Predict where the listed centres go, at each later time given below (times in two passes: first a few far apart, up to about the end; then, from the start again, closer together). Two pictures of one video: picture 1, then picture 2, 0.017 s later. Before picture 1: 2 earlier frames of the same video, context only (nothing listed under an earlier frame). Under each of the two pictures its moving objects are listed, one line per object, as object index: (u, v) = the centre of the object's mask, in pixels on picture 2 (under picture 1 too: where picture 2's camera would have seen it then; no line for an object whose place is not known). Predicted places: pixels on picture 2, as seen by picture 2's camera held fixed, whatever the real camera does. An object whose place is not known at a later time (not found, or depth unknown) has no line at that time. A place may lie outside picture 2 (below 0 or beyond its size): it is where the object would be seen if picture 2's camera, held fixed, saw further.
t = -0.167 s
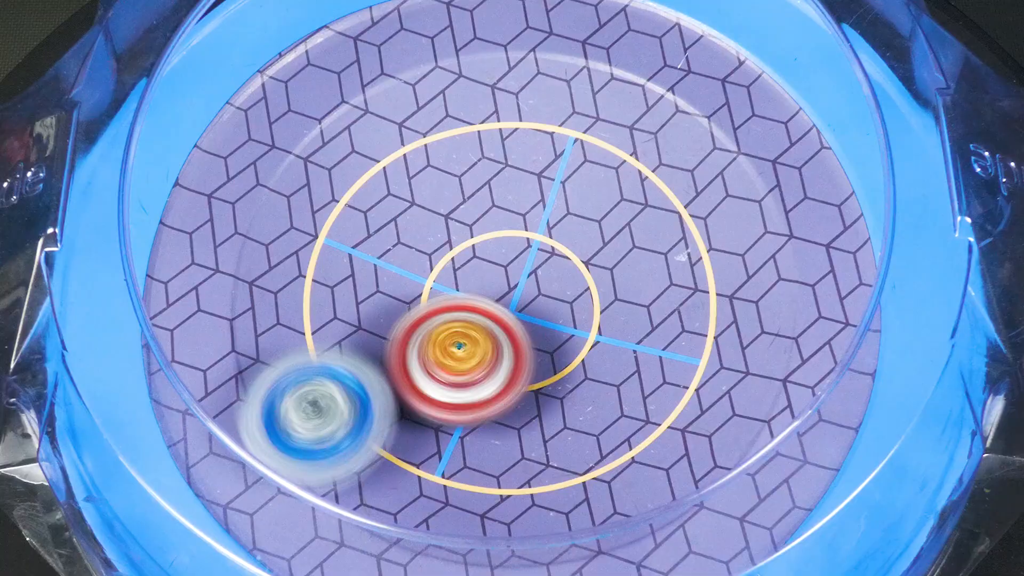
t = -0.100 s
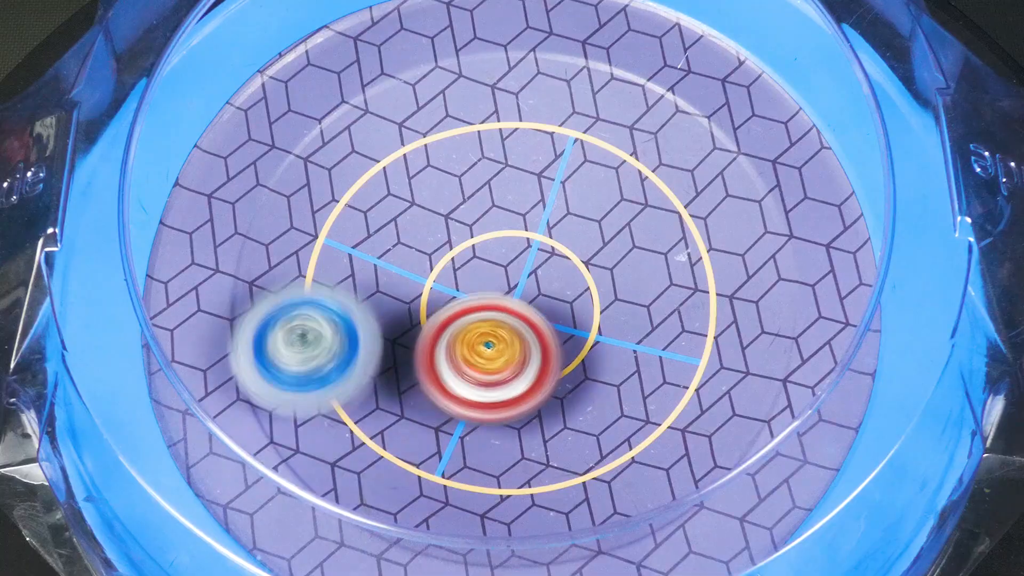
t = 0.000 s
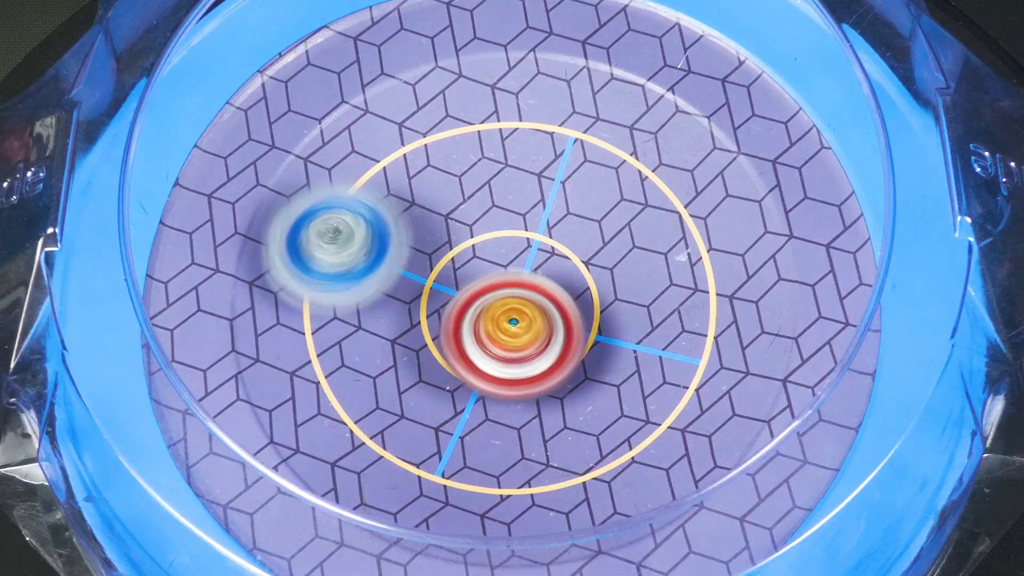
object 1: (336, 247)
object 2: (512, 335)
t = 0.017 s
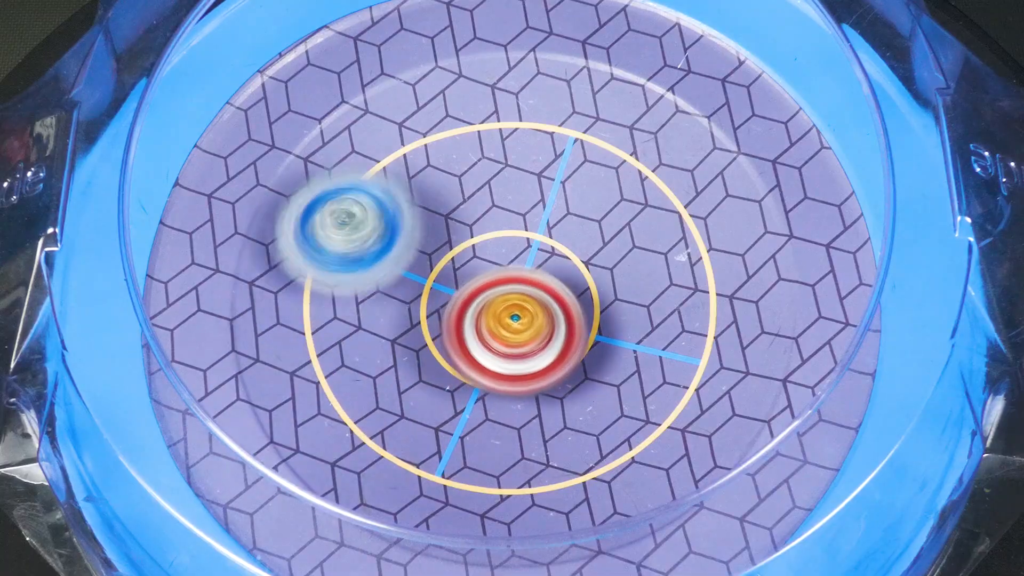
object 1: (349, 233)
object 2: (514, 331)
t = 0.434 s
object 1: (716, 270)
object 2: (492, 306)
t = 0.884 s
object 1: (356, 390)
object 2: (497, 246)
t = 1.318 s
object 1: (511, 46)
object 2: (588, 350)
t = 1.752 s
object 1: (829, 153)
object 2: (358, 472)
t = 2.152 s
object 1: (805, 117)
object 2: (354, 554)
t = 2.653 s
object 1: (643, 23)
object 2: (377, 556)
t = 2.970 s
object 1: (501, 14)
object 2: (362, 543)
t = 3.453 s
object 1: (308, 44)
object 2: (429, 473)
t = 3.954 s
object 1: (182, 180)
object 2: (574, 260)
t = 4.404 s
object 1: (162, 348)
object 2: (525, 236)
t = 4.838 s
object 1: (224, 507)
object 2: (525, 270)
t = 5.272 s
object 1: (378, 548)
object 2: (530, 301)
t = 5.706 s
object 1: (551, 547)
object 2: (514, 316)
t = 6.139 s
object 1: (674, 497)
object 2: (495, 312)
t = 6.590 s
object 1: (378, 331)
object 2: (526, 238)
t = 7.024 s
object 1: (400, 124)
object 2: (638, 122)
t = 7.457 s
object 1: (438, 315)
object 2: (708, 170)
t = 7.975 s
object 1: (424, 339)
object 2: (579, 304)
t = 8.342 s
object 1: (530, 306)
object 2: (488, 459)
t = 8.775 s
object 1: (475, 316)
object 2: (386, 453)
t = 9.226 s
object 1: (600, 324)
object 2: (456, 277)
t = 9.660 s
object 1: (486, 207)
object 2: (421, 36)
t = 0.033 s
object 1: (360, 220)
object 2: (516, 328)
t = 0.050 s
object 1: (374, 207)
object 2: (516, 324)
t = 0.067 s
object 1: (389, 195)
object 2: (516, 320)
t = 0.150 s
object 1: (474, 155)
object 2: (512, 309)
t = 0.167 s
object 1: (491, 150)
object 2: (512, 308)
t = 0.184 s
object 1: (512, 149)
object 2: (510, 308)
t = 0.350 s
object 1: (674, 201)
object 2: (497, 307)
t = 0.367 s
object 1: (686, 214)
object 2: (495, 306)
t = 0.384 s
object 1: (696, 228)
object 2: (495, 306)
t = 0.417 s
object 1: (711, 255)
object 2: (493, 306)
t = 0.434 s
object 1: (716, 270)
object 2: (492, 306)
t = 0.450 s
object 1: (718, 286)
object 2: (492, 306)
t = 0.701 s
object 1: (539, 438)
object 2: (485, 298)
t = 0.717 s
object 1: (521, 434)
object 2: (485, 298)
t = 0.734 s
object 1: (503, 430)
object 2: (484, 297)
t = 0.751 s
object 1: (484, 429)
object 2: (484, 293)
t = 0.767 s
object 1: (464, 435)
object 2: (485, 282)
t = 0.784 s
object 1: (445, 435)
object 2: (486, 272)
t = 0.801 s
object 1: (428, 433)
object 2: (487, 265)
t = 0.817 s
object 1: (411, 428)
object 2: (490, 258)
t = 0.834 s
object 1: (395, 422)
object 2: (493, 254)
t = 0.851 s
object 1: (380, 413)
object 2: (494, 250)
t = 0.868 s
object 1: (367, 402)
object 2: (496, 247)
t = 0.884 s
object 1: (356, 390)
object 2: (497, 246)
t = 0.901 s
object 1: (346, 378)
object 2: (498, 245)
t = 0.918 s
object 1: (338, 362)
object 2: (498, 245)
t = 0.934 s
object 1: (330, 347)
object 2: (499, 246)
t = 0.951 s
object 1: (324, 331)
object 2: (499, 247)
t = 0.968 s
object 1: (322, 314)
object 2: (498, 248)
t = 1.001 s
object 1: (320, 282)
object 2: (498, 250)
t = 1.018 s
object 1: (322, 265)
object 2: (498, 252)
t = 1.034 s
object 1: (327, 250)
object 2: (497, 253)
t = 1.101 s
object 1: (364, 194)
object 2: (497, 258)
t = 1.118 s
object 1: (375, 184)
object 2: (497, 260)
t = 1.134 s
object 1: (383, 169)
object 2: (504, 270)
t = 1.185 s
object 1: (402, 100)
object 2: (536, 317)
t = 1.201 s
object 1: (409, 84)
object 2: (545, 328)
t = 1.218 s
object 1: (422, 70)
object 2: (552, 337)
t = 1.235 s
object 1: (433, 59)
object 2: (559, 344)
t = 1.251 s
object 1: (447, 52)
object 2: (565, 349)
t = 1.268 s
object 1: (461, 48)
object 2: (571, 352)
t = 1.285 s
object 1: (475, 45)
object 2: (577, 353)
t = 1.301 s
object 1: (493, 45)
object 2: (583, 353)
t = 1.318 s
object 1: (511, 46)
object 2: (588, 350)
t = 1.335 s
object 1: (528, 47)
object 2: (593, 348)
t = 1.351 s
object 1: (546, 49)
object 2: (598, 343)
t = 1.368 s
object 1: (561, 50)
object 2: (603, 337)
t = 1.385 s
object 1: (579, 53)
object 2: (608, 332)
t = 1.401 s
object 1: (596, 56)
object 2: (612, 325)
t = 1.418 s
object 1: (611, 60)
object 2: (614, 319)
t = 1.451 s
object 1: (640, 79)
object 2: (617, 307)
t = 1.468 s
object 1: (653, 88)
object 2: (618, 302)
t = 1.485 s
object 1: (666, 100)
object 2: (618, 296)
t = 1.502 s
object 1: (677, 113)
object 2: (617, 291)
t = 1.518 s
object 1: (686, 128)
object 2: (616, 287)
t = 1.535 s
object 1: (694, 144)
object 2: (614, 283)
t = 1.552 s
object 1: (700, 160)
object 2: (612, 279)
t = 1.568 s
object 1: (716, 163)
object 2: (596, 292)
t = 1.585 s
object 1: (740, 150)
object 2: (565, 320)
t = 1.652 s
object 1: (825, 118)
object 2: (455, 400)
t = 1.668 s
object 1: (828, 121)
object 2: (434, 415)
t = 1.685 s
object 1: (829, 128)
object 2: (415, 429)
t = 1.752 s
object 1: (829, 153)
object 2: (358, 472)
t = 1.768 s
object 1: (829, 155)
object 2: (347, 485)
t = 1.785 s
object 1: (831, 154)
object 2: (341, 494)
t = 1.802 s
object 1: (831, 151)
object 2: (336, 502)
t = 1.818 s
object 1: (835, 147)
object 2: (330, 512)
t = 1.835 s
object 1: (836, 144)
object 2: (331, 515)
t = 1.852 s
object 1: (837, 145)
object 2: (331, 519)
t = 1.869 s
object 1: (835, 147)
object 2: (333, 523)
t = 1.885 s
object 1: (834, 151)
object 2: (333, 525)
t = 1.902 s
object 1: (834, 153)
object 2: (333, 529)
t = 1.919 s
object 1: (833, 156)
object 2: (334, 532)
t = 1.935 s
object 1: (832, 155)
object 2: (335, 534)
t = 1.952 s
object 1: (830, 155)
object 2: (335, 537)
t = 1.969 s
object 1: (830, 150)
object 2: (330, 548)
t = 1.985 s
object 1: (828, 146)
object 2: (332, 548)
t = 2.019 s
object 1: (825, 133)
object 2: (335, 549)
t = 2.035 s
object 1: (825, 130)
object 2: (336, 550)
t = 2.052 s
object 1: (822, 126)
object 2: (339, 551)
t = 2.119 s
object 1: (812, 126)
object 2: (350, 553)
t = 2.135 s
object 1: (808, 123)
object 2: (352, 553)
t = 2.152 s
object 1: (805, 117)
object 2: (354, 554)
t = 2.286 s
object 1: (765, 64)
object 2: (369, 555)
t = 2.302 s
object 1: (759, 59)
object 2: (370, 556)
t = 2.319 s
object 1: (755, 54)
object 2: (369, 556)
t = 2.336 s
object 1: (749, 51)
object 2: (372, 556)
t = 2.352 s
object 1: (745, 50)
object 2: (375, 556)
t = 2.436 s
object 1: (722, 41)
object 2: (375, 557)
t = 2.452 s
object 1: (714, 40)
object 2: (377, 557)
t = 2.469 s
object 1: (709, 38)
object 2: (378, 557)
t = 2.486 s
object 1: (705, 36)
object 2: (377, 557)
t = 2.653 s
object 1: (643, 23)
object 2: (377, 556)
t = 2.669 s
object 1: (634, 23)
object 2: (375, 556)
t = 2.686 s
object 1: (626, 21)
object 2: (374, 556)
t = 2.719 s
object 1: (611, 19)
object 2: (372, 555)
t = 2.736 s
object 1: (604, 17)
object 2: (371, 555)
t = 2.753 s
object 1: (597, 18)
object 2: (375, 550)
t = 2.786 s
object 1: (585, 17)
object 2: (372, 549)
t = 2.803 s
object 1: (577, 17)
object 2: (373, 548)
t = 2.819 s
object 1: (571, 15)
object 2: (370, 548)
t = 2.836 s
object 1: (562, 15)
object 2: (370, 547)
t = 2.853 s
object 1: (556, 15)
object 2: (364, 554)
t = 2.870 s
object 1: (551, 14)
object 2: (368, 546)
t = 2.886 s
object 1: (542, 15)
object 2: (367, 545)
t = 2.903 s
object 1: (538, 15)
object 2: (367, 544)
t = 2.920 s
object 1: (529, 14)
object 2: (359, 552)
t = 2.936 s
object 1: (520, 15)
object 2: (363, 545)
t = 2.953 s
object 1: (511, 14)
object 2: (363, 544)
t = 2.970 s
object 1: (501, 14)
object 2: (362, 543)
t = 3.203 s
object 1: (402, 22)
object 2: (363, 527)
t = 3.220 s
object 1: (396, 23)
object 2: (362, 527)
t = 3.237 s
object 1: (390, 23)
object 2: (368, 516)
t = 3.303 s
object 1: (364, 29)
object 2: (369, 514)
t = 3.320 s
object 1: (357, 30)
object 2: (370, 511)
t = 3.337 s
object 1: (350, 30)
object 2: (373, 510)
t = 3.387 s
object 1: (332, 35)
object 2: (392, 498)
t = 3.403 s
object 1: (328, 38)
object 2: (402, 492)
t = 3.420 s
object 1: (323, 39)
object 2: (413, 477)
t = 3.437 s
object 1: (316, 41)
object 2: (422, 475)
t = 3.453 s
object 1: (308, 44)
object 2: (429, 473)
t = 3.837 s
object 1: (205, 139)
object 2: (578, 300)
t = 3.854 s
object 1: (202, 145)
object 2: (579, 293)
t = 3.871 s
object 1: (199, 151)
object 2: (579, 287)
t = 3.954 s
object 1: (182, 180)
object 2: (574, 260)
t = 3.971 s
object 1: (180, 185)
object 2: (573, 256)
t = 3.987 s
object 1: (178, 193)
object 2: (571, 252)
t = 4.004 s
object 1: (175, 199)
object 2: (568, 249)
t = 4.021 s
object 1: (173, 204)
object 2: (566, 246)
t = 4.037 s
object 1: (181, 211)
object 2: (563, 243)
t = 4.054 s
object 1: (181, 215)
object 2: (562, 241)
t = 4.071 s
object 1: (180, 220)
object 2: (559, 239)
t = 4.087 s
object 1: (180, 226)
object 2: (556, 237)
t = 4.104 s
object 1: (166, 233)
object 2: (554, 235)
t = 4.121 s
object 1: (166, 239)
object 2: (551, 235)
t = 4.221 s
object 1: (159, 280)
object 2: (540, 232)
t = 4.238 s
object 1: (158, 286)
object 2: (537, 231)
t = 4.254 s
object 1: (157, 292)
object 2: (536, 231)
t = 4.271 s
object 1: (157, 298)
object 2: (534, 231)
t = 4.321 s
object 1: (158, 315)
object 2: (530, 233)
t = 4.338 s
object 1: (158, 321)
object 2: (529, 233)
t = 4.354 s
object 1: (159, 327)
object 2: (528, 233)
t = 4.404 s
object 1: (162, 348)
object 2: (525, 236)
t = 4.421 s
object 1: (163, 356)
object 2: (525, 236)
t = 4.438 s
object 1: (159, 364)
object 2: (524, 237)
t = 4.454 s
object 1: (163, 371)
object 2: (523, 239)
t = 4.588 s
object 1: (179, 415)
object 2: (522, 249)
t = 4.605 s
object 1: (183, 421)
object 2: (521, 250)
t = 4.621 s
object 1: (185, 426)
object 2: (522, 253)
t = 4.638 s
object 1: (189, 431)
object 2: (522, 253)
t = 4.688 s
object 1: (200, 447)
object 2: (522, 258)
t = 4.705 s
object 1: (203, 452)
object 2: (523, 260)
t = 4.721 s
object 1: (202, 462)
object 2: (523, 261)
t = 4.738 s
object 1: (206, 467)
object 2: (523, 262)
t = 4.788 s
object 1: (219, 484)
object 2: (525, 267)
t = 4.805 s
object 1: (223, 488)
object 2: (525, 267)
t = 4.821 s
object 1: (219, 503)
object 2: (525, 269)
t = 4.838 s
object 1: (224, 507)
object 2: (525, 270)
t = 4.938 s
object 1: (254, 525)
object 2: (527, 279)
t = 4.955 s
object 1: (260, 528)
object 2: (528, 280)
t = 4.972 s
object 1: (272, 526)
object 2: (527, 281)
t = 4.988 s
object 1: (277, 528)
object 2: (528, 283)
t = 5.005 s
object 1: (278, 533)
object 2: (528, 284)
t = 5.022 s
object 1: (286, 532)
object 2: (529, 286)
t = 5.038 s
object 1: (288, 537)
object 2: (529, 286)
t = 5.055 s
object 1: (294, 538)
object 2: (529, 288)
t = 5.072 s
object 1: (302, 538)
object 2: (529, 289)
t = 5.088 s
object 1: (313, 534)
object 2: (530, 290)
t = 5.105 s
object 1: (314, 543)
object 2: (530, 291)
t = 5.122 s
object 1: (319, 543)
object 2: (530, 292)
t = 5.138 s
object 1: (330, 539)
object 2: (529, 293)
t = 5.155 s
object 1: (331, 547)
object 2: (530, 295)
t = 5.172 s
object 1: (337, 548)
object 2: (530, 296)
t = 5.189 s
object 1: (341, 549)
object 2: (530, 296)
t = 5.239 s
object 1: (361, 553)
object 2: (530, 299)
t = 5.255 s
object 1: (369, 554)
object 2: (530, 300)
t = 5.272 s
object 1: (378, 548)
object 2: (530, 301)
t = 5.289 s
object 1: (380, 555)
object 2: (530, 302)
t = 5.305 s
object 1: (388, 556)
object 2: (529, 303)
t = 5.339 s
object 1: (402, 558)
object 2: (529, 304)
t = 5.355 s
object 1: (406, 559)
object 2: (529, 305)
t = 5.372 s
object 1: (415, 559)
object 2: (528, 306)
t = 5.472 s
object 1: (458, 553)
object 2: (526, 310)
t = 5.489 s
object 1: (464, 552)
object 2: (526, 311)
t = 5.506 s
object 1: (471, 553)
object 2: (525, 311)
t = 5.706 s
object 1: (551, 547)
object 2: (514, 316)
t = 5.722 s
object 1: (557, 546)
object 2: (514, 316)
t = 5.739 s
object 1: (564, 545)
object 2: (513, 317)
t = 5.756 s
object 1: (571, 544)
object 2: (512, 316)
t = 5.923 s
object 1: (627, 530)
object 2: (504, 316)
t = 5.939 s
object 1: (633, 528)
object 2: (503, 316)
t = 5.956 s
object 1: (638, 526)
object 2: (503, 315)
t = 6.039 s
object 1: (663, 515)
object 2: (499, 314)
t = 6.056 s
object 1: (667, 511)
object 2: (498, 313)
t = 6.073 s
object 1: (673, 513)
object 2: (497, 313)
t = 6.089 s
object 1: (672, 502)
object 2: (497, 313)
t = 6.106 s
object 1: (673, 502)
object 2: (497, 312)
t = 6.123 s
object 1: (675, 500)
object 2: (496, 312)
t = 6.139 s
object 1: (674, 497)
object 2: (495, 312)
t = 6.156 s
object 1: (670, 492)
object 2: (494, 312)
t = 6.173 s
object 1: (664, 490)
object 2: (493, 311)
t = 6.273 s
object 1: (591, 466)
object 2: (491, 306)
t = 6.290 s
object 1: (579, 466)
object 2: (490, 306)
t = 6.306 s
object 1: (565, 463)
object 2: (491, 306)
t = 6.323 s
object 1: (551, 456)
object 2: (490, 305)
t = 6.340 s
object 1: (538, 450)
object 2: (490, 304)
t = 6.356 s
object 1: (525, 443)
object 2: (489, 303)
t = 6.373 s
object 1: (514, 435)
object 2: (490, 302)
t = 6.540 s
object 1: (398, 364)
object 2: (520, 252)
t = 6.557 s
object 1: (389, 352)
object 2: (523, 247)
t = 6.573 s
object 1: (383, 341)
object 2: (525, 242)
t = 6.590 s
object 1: (378, 331)
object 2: (526, 238)
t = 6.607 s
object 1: (374, 318)
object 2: (527, 235)
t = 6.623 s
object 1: (372, 305)
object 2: (526, 232)
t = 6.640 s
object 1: (370, 293)
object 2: (525, 231)
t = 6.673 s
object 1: (371, 269)
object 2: (522, 227)
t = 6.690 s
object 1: (373, 257)
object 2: (520, 225)
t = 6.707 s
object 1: (375, 247)
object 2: (523, 224)
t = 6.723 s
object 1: (365, 239)
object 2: (538, 219)
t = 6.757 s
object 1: (343, 223)
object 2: (572, 207)
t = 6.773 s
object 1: (336, 217)
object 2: (585, 203)
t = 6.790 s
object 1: (332, 211)
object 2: (598, 198)
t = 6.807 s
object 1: (331, 205)
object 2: (609, 192)
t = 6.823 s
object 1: (331, 198)
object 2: (617, 187)
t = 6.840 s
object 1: (333, 191)
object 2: (625, 181)
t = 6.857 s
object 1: (335, 183)
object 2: (631, 175)
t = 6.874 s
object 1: (339, 176)
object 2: (637, 168)
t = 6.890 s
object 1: (342, 170)
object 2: (641, 162)
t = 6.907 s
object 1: (346, 163)
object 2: (643, 155)
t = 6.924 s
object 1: (351, 156)
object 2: (645, 148)
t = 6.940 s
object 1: (357, 149)
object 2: (645, 143)
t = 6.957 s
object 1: (364, 142)
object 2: (645, 137)
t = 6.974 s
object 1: (372, 136)
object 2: (644, 132)
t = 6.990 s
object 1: (380, 132)
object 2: (642, 128)
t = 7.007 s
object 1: (390, 127)
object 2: (641, 125)
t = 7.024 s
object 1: (400, 124)
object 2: (638, 122)
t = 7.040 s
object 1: (410, 123)
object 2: (634, 121)
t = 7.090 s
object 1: (445, 125)
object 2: (625, 120)
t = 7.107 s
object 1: (457, 127)
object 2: (622, 121)
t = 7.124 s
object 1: (468, 130)
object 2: (618, 123)
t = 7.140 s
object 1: (467, 139)
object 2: (629, 124)
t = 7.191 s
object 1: (451, 165)
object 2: (667, 129)
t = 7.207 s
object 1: (449, 174)
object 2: (675, 131)
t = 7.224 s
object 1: (448, 184)
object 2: (682, 134)
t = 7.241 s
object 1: (448, 196)
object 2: (688, 136)
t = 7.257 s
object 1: (448, 207)
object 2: (694, 138)
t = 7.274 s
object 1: (448, 216)
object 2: (697, 141)
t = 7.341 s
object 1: (449, 259)
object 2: (707, 150)
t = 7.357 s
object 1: (449, 269)
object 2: (709, 152)
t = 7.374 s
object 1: (447, 279)
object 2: (708, 155)
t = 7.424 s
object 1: (442, 302)
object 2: (708, 164)
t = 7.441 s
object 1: (440, 308)
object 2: (708, 167)
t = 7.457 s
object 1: (438, 315)
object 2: (708, 170)
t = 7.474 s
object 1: (435, 321)
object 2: (707, 173)
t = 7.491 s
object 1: (432, 325)
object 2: (705, 177)
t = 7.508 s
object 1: (429, 330)
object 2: (705, 180)
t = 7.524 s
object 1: (425, 334)
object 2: (703, 184)
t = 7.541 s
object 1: (422, 338)
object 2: (701, 188)
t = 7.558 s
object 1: (419, 340)
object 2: (699, 192)
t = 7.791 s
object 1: (380, 359)
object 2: (645, 255)
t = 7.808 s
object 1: (379, 359)
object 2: (641, 259)
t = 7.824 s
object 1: (379, 358)
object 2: (636, 262)
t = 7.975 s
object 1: (424, 339)
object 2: (579, 304)
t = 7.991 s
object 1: (432, 337)
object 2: (573, 309)
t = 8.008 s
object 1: (434, 334)
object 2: (572, 315)
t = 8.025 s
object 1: (428, 329)
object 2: (575, 324)
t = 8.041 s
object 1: (422, 326)
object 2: (578, 333)
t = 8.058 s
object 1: (419, 318)
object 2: (581, 342)
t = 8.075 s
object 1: (418, 314)
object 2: (581, 352)
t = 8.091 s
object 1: (419, 308)
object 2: (579, 361)
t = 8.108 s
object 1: (421, 302)
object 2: (575, 369)
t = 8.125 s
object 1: (426, 295)
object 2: (572, 377)
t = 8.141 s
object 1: (431, 290)
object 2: (567, 385)
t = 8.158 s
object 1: (439, 286)
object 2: (562, 394)
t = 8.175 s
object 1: (448, 283)
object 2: (557, 400)
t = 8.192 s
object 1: (456, 281)
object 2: (551, 407)
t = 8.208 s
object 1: (466, 281)
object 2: (544, 415)
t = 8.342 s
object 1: (530, 306)
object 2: (488, 459)
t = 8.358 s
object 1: (535, 312)
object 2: (481, 464)
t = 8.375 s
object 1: (541, 318)
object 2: (473, 468)
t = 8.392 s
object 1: (546, 326)
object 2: (467, 471)
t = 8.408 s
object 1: (549, 332)
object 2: (461, 473)
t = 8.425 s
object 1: (551, 341)
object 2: (454, 475)
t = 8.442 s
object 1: (552, 347)
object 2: (448, 477)
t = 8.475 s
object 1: (550, 361)
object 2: (436, 478)
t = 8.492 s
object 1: (548, 368)
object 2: (431, 479)
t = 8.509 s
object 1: (544, 372)
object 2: (427, 479)
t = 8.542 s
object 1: (533, 382)
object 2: (416, 479)
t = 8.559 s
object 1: (527, 387)
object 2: (413, 479)
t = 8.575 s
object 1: (519, 388)
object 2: (409, 478)
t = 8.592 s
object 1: (512, 389)
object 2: (406, 478)
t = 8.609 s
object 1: (504, 387)
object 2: (403, 477)
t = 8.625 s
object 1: (497, 384)
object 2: (400, 475)
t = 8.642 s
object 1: (489, 380)
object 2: (398, 474)
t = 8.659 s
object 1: (483, 374)
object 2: (396, 472)
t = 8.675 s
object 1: (477, 366)
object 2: (394, 470)
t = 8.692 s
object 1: (474, 359)
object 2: (392, 469)
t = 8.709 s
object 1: (471, 350)
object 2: (390, 466)
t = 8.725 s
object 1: (471, 342)
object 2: (388, 463)
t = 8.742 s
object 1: (471, 333)
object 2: (387, 460)
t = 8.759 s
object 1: (473, 324)
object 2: (387, 457)
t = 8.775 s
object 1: (475, 316)
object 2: (386, 453)
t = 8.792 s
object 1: (480, 307)
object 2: (385, 449)
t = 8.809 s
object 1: (484, 300)
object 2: (386, 444)
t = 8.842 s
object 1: (495, 287)
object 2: (387, 434)
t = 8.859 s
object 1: (501, 280)
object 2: (388, 429)
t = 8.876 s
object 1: (508, 275)
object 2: (389, 425)
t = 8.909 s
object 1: (524, 266)
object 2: (391, 414)
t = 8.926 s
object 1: (532, 262)
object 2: (393, 408)
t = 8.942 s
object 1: (541, 260)
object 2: (396, 403)
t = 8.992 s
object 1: (567, 256)
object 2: (403, 388)
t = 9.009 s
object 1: (576, 257)
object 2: (407, 382)
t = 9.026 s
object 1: (583, 257)
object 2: (411, 376)
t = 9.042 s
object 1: (592, 260)
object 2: (416, 370)
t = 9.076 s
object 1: (605, 266)
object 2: (422, 358)
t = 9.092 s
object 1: (610, 270)
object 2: (426, 353)
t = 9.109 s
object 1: (615, 276)
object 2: (430, 345)
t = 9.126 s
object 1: (617, 282)
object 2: (434, 337)
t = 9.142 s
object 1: (619, 289)
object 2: (439, 328)
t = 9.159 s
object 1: (620, 297)
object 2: (443, 319)
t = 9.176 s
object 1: (618, 304)
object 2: (446, 310)
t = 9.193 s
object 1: (613, 311)
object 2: (449, 299)
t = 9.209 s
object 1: (608, 317)
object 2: (452, 289)
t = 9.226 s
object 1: (600, 324)
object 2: (456, 277)
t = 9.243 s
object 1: (593, 329)
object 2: (459, 265)
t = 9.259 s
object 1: (583, 334)
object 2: (461, 252)
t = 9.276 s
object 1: (575, 338)
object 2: (462, 240)
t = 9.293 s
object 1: (565, 339)
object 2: (463, 227)
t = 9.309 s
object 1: (556, 340)
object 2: (463, 213)
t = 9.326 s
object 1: (545, 339)
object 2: (463, 200)
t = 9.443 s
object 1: (491, 305)
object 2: (451, 118)
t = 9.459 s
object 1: (485, 298)
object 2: (447, 107)
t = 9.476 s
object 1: (481, 290)
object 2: (444, 99)
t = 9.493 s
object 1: (476, 283)
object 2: (441, 87)
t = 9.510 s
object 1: (474, 273)
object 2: (437, 78)
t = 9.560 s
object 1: (470, 249)
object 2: (426, 56)
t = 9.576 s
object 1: (470, 241)
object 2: (423, 52)
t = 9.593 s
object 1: (472, 234)
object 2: (421, 51)
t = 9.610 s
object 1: (475, 225)
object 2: (419, 47)
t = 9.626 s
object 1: (478, 220)
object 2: (419, 44)
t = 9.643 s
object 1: (482, 213)
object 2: (420, 40)
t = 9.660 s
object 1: (486, 207)
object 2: (421, 36)
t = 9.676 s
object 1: (493, 202)
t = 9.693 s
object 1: (498, 198)
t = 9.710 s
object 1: (506, 195)
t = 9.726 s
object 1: (512, 192)
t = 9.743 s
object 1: (520, 191)
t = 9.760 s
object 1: (527, 191)
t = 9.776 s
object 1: (535, 193)
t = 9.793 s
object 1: (542, 196)
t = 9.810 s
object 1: (550, 200)
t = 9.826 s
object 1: (554, 207)
